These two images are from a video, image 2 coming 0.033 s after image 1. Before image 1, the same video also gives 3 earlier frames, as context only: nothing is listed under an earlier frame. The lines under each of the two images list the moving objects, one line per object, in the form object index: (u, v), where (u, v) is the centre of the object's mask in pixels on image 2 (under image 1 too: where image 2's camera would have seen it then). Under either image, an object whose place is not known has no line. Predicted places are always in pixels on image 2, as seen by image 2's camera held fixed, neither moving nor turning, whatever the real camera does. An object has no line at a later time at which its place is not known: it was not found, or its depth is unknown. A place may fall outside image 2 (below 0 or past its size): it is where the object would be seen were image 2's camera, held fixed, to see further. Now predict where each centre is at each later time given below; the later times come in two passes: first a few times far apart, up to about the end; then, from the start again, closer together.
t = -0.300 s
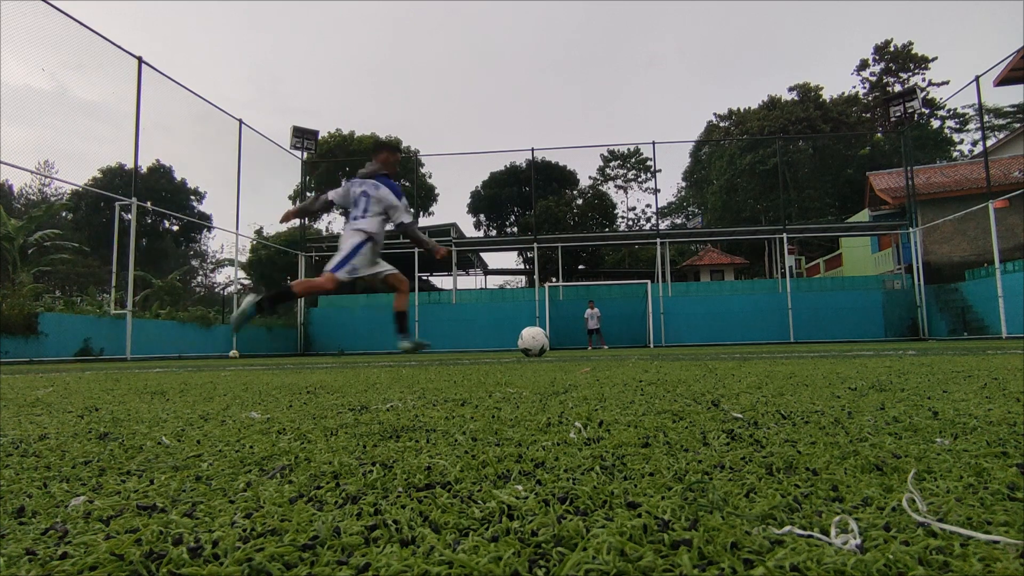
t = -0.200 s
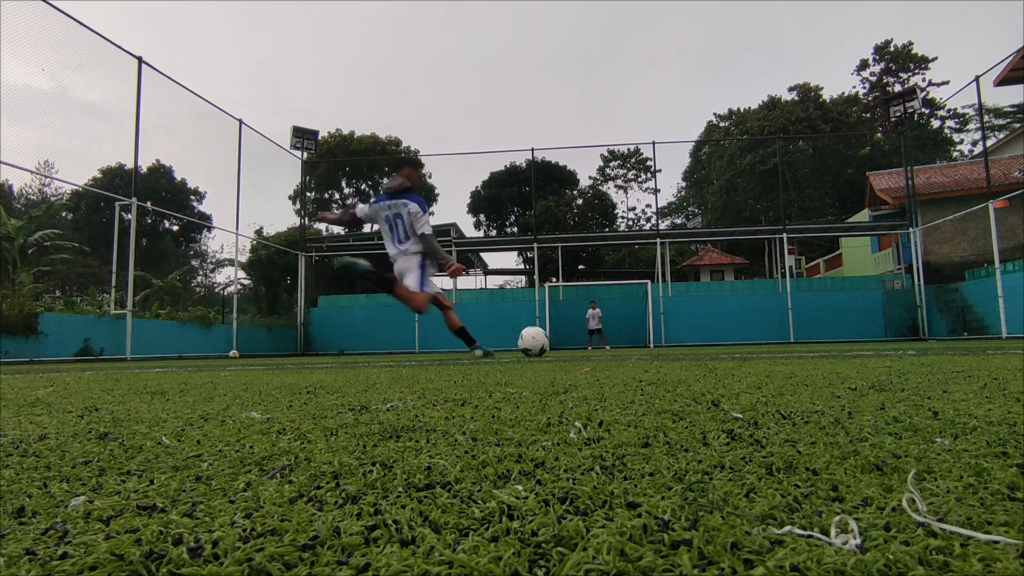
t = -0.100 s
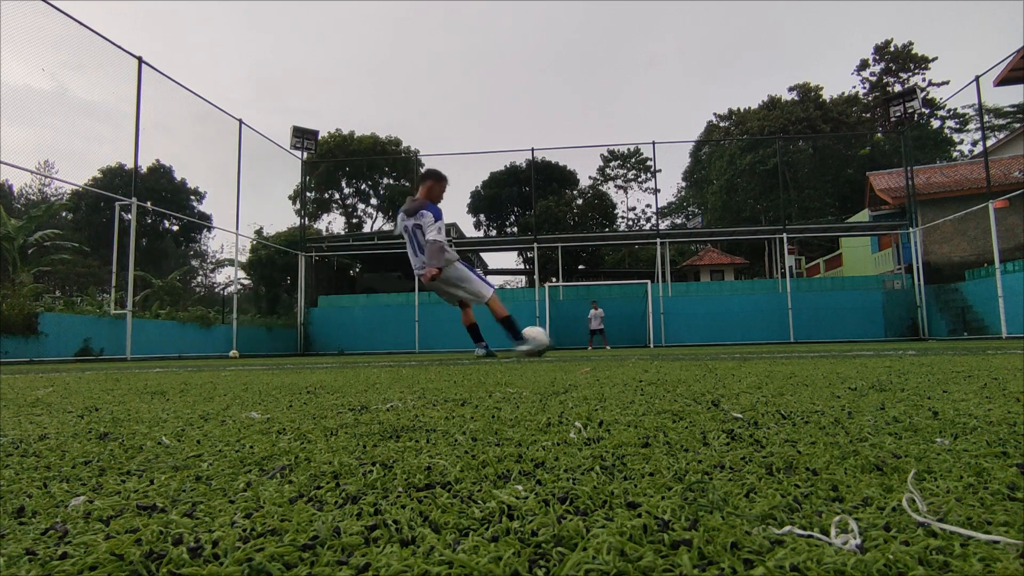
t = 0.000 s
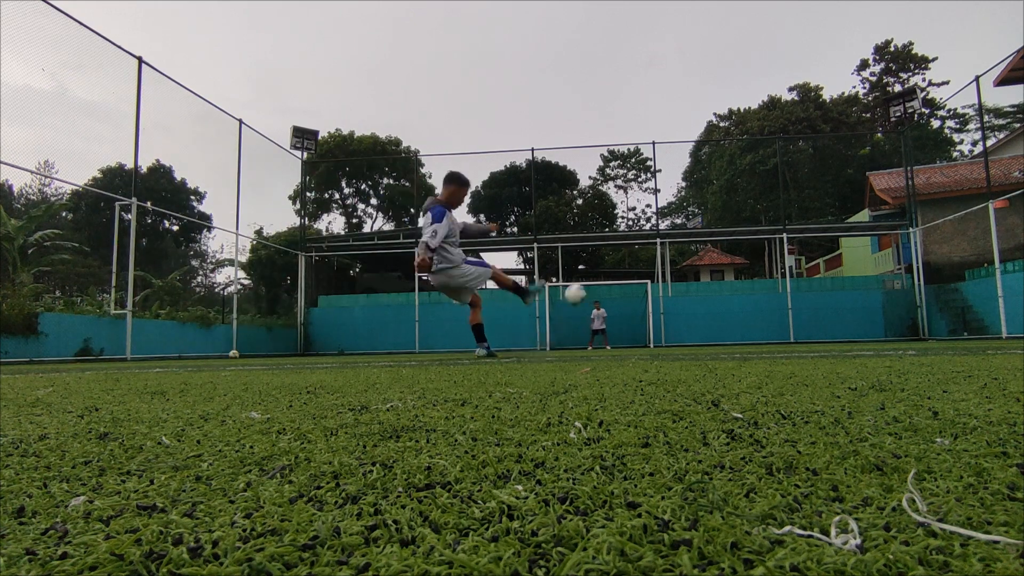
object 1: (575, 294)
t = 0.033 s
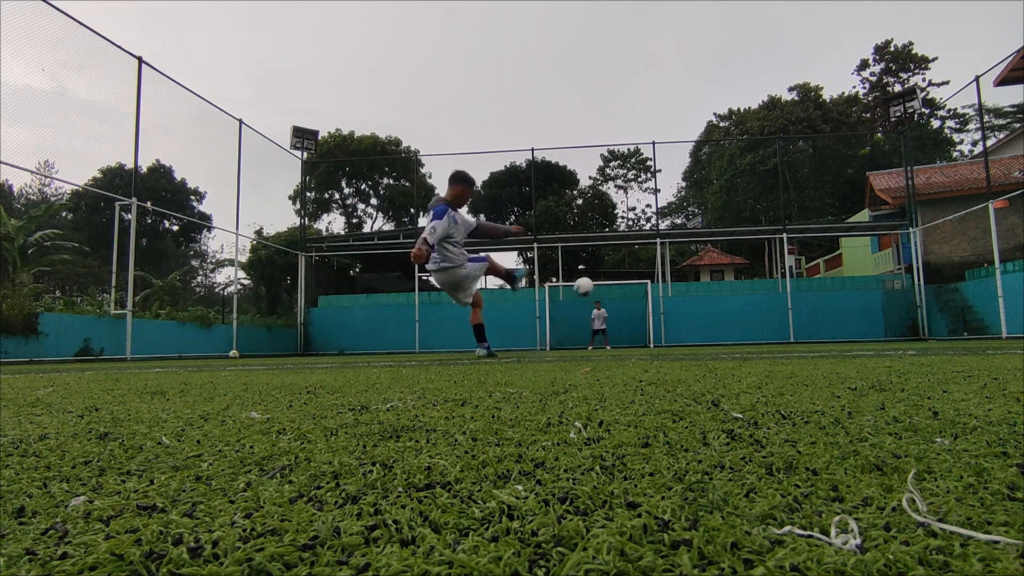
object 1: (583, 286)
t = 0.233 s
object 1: (608, 276)
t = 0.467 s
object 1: (617, 295)
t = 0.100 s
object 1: (595, 278)
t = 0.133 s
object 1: (599, 276)
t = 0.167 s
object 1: (603, 275)
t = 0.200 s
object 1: (605, 275)
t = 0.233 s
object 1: (608, 276)
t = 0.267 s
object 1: (610, 278)
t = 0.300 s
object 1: (612, 279)
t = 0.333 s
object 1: (613, 282)
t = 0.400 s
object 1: (615, 288)
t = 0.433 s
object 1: (616, 291)
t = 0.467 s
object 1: (617, 295)
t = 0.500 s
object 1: (618, 298)
